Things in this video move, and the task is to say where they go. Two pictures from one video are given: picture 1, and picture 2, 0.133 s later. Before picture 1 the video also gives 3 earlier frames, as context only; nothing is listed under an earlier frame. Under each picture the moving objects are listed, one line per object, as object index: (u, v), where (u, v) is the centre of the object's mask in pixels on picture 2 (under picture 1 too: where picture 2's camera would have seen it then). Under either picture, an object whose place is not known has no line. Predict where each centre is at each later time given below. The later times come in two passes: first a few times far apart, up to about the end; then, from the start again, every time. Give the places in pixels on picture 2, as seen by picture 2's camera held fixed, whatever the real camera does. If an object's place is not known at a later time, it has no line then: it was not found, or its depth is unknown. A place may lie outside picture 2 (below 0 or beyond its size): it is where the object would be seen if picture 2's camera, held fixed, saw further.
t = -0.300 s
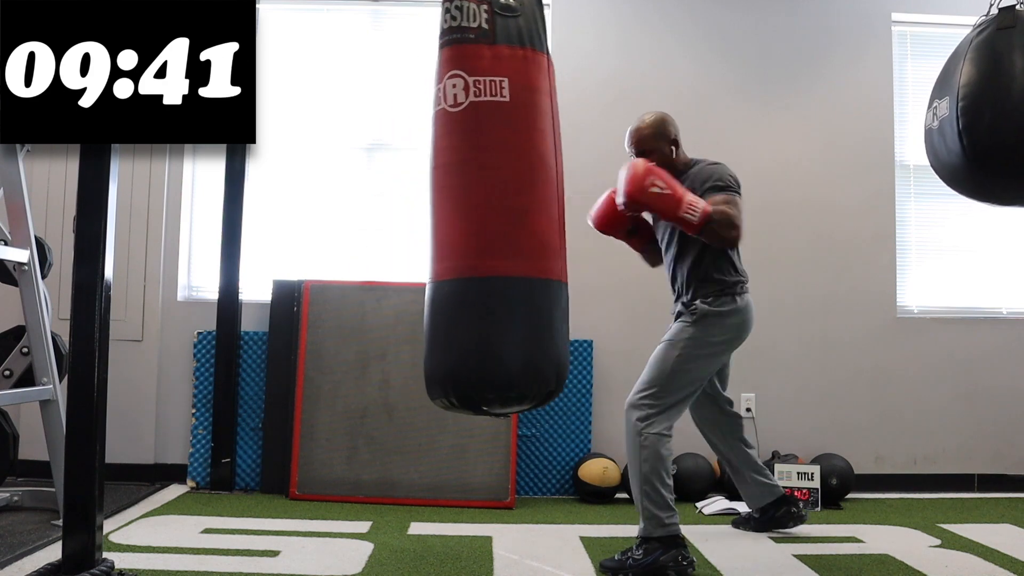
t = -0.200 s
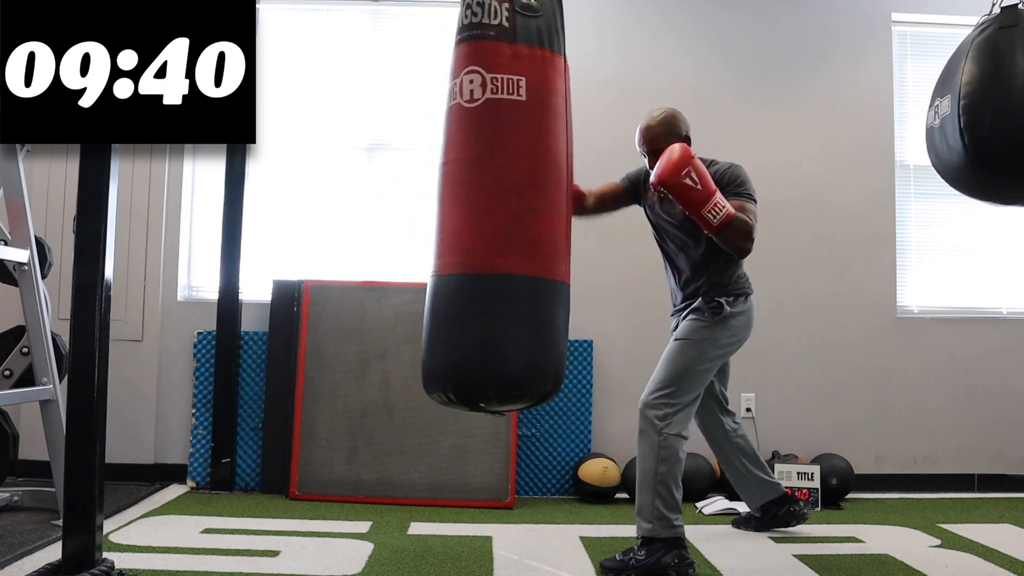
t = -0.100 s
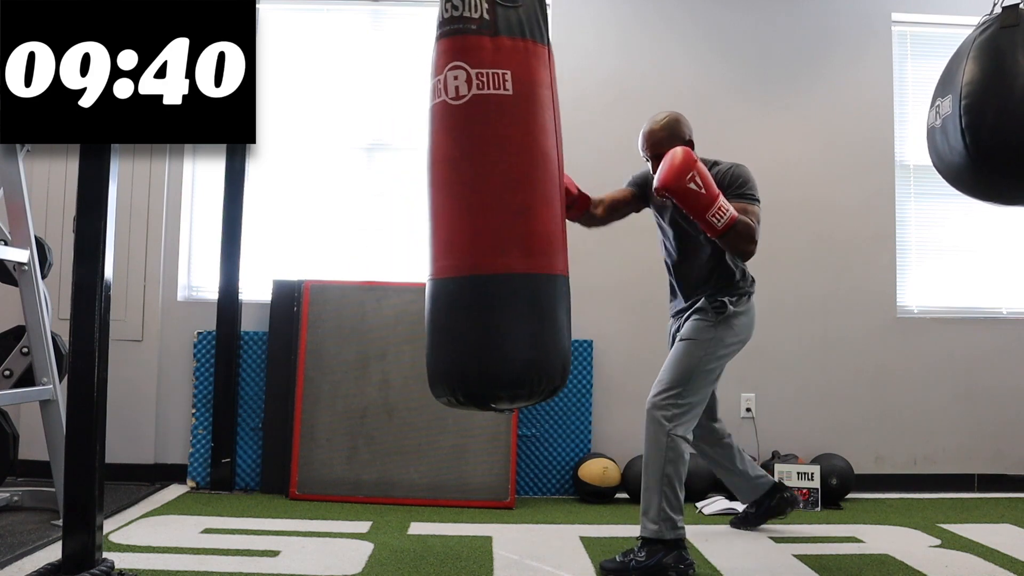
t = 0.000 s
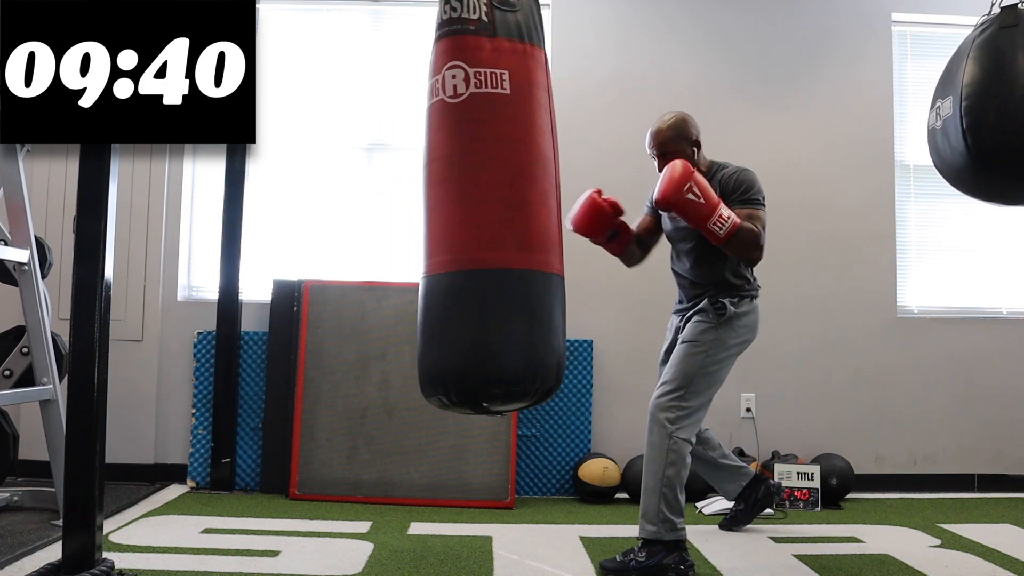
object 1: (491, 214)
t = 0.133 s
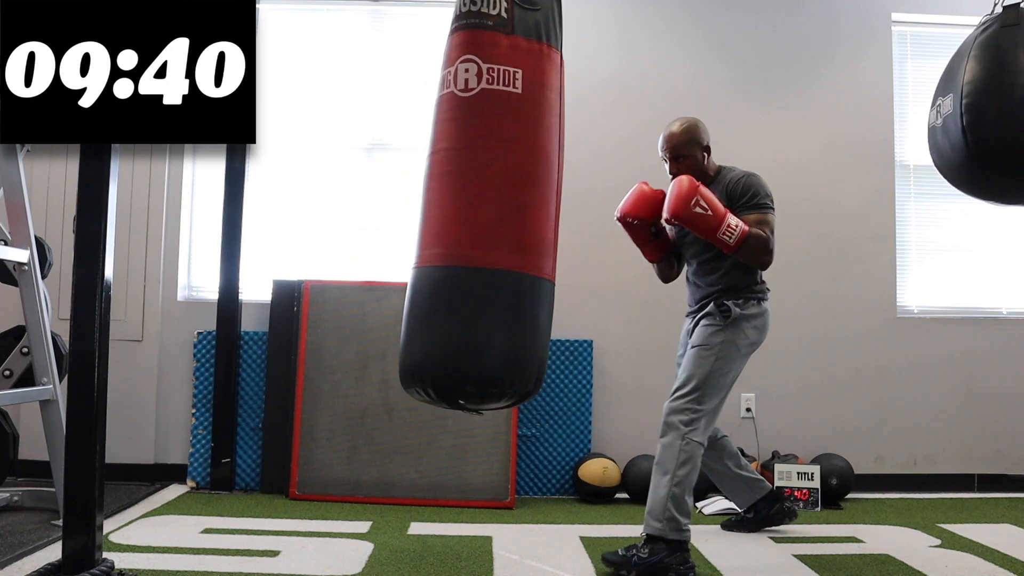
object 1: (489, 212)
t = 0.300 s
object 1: (479, 214)
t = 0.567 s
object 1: (475, 214)
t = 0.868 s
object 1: (481, 212)
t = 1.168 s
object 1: (493, 209)
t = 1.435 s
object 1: (503, 208)
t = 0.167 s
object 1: (487, 213)
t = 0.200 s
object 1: (485, 213)
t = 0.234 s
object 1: (482, 215)
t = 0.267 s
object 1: (480, 216)
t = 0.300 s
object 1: (479, 214)
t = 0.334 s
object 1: (478, 214)
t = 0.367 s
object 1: (478, 215)
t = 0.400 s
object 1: (478, 215)
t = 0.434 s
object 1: (478, 214)
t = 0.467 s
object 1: (478, 213)
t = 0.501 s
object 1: (477, 213)
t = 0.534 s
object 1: (476, 214)
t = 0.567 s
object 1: (475, 214)
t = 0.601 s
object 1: (476, 214)
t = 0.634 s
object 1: (476, 213)
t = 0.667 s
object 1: (477, 214)
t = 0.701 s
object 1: (478, 214)
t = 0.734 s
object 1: (478, 213)
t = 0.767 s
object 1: (479, 211)
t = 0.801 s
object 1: (479, 211)
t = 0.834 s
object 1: (480, 211)
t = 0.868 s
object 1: (481, 212)
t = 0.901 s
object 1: (483, 211)
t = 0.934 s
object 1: (484, 211)
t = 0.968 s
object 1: (485, 210)
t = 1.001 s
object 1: (487, 210)
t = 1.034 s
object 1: (488, 209)
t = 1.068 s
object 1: (489, 209)
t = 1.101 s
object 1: (490, 209)
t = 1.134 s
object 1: (492, 209)
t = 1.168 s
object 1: (493, 209)
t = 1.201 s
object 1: (495, 208)
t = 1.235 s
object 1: (496, 208)
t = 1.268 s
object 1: (497, 208)
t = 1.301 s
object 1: (499, 207)
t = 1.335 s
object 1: (499, 207)
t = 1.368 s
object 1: (501, 208)
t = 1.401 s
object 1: (502, 208)
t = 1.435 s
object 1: (503, 208)
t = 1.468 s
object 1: (504, 208)
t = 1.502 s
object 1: (506, 208)
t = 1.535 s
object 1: (506, 208)
